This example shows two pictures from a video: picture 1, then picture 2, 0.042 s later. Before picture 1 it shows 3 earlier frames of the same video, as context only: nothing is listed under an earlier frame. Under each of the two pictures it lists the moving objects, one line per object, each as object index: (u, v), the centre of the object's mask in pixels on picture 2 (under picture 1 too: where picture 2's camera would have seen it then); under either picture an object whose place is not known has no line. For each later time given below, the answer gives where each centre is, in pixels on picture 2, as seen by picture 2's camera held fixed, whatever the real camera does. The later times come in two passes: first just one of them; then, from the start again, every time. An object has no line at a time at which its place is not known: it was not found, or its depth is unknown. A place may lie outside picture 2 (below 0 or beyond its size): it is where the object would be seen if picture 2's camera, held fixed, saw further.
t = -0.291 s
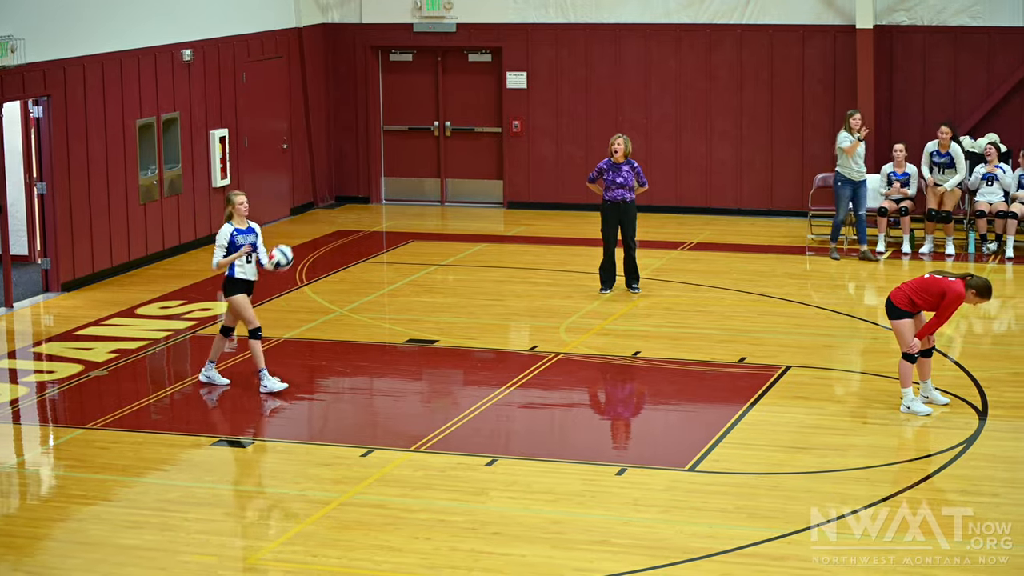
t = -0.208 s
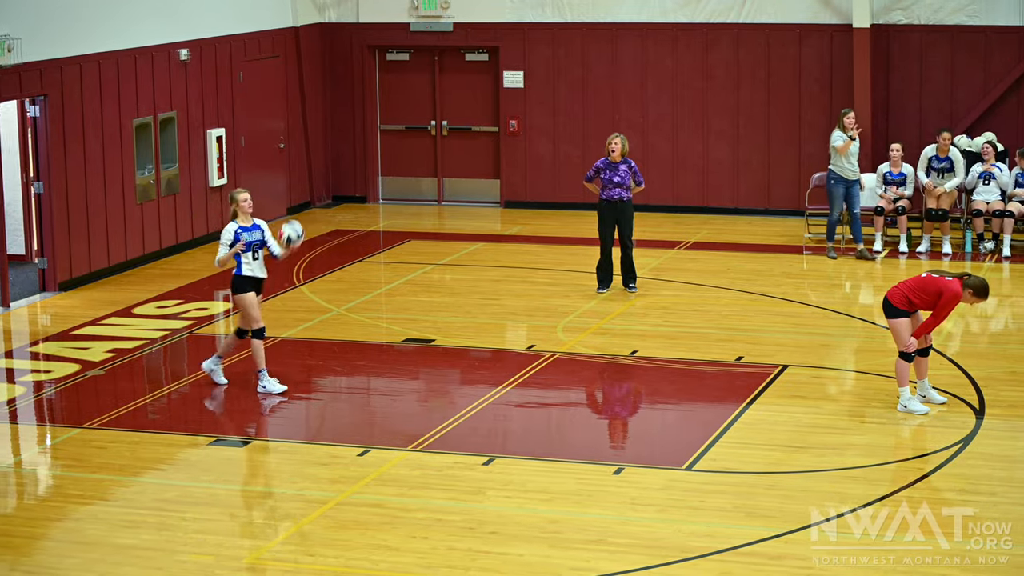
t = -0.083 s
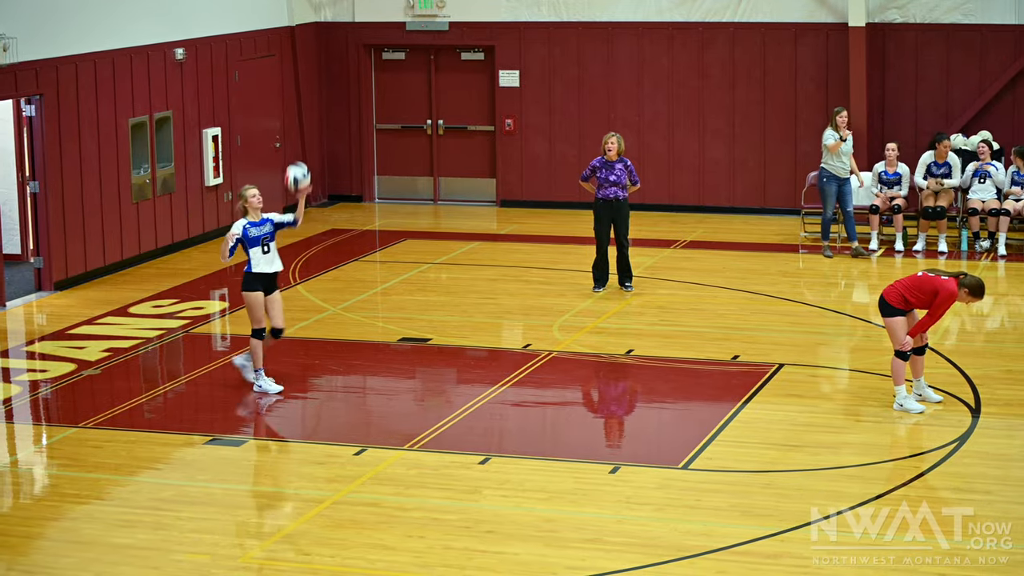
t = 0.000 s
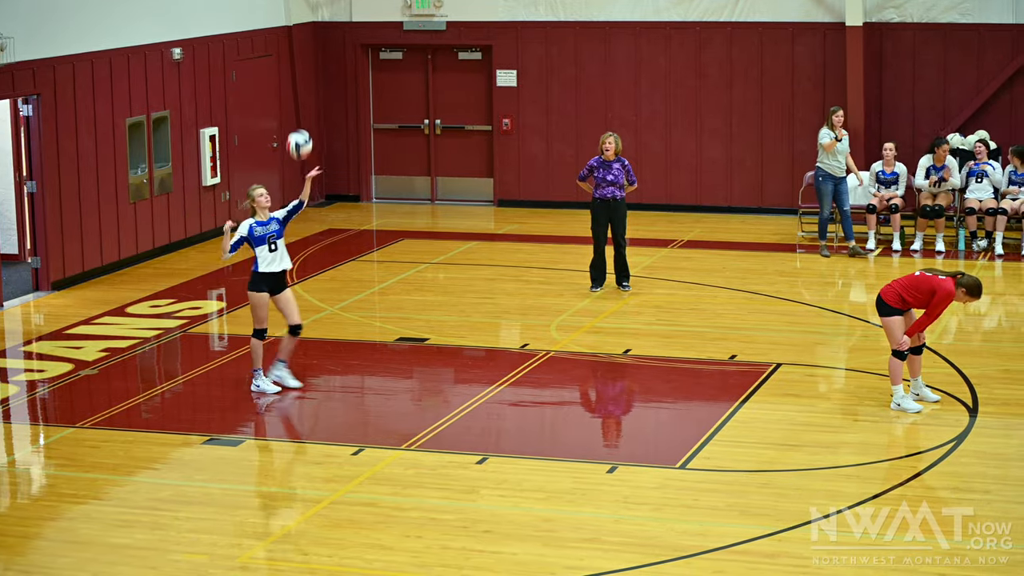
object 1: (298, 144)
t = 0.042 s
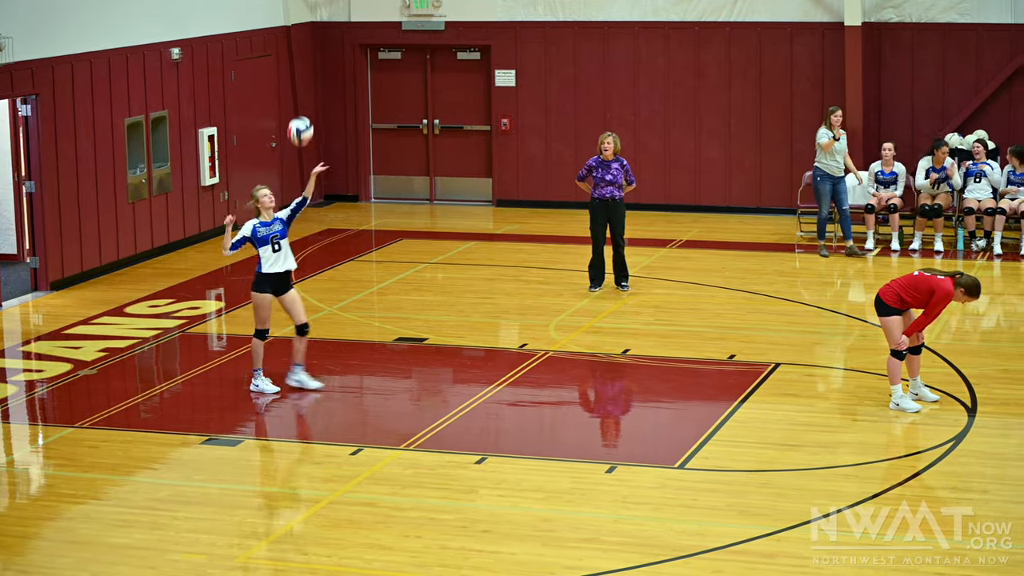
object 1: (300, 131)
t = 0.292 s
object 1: (315, 93)
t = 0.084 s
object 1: (303, 120)
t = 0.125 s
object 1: (305, 110)
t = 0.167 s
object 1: (308, 103)
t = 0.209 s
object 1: (310, 98)
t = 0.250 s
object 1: (313, 95)
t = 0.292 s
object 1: (315, 93)
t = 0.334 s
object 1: (318, 95)
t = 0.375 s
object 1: (321, 98)
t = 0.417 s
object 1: (324, 103)
